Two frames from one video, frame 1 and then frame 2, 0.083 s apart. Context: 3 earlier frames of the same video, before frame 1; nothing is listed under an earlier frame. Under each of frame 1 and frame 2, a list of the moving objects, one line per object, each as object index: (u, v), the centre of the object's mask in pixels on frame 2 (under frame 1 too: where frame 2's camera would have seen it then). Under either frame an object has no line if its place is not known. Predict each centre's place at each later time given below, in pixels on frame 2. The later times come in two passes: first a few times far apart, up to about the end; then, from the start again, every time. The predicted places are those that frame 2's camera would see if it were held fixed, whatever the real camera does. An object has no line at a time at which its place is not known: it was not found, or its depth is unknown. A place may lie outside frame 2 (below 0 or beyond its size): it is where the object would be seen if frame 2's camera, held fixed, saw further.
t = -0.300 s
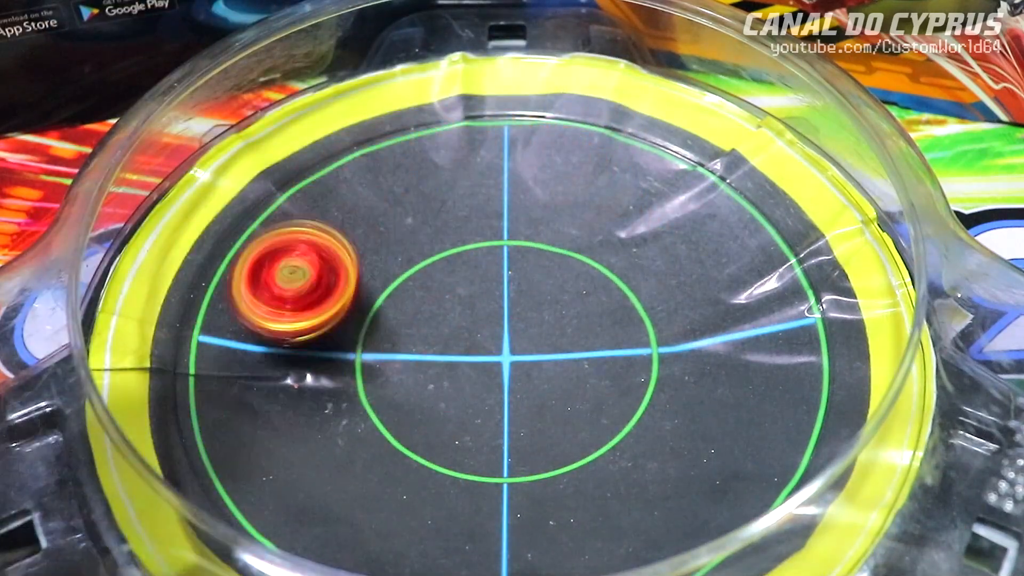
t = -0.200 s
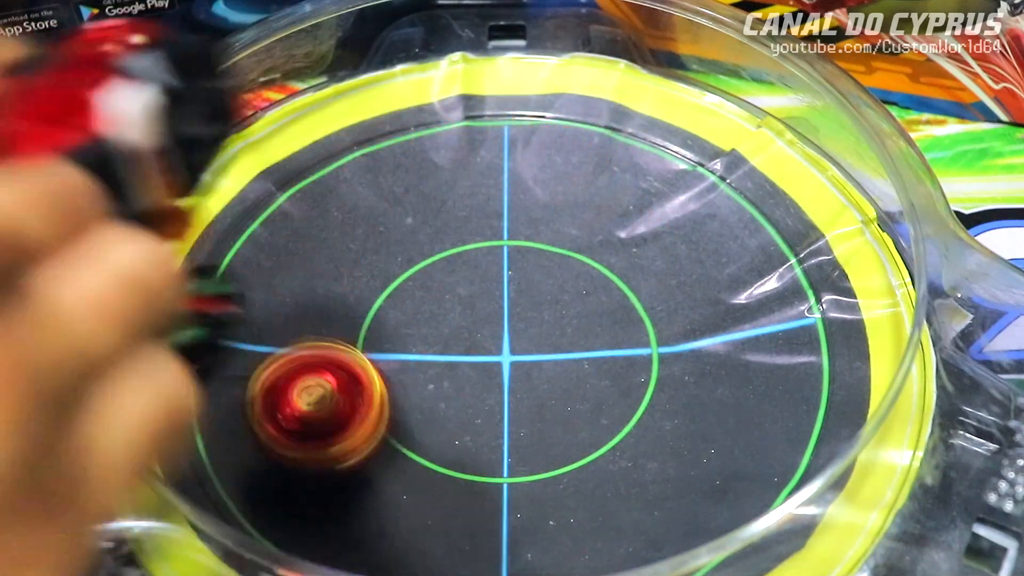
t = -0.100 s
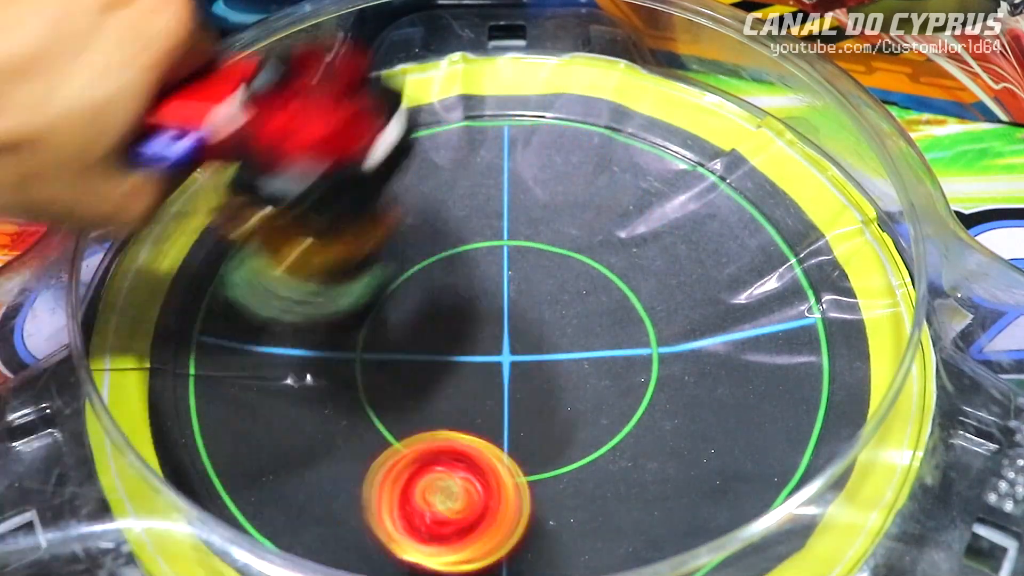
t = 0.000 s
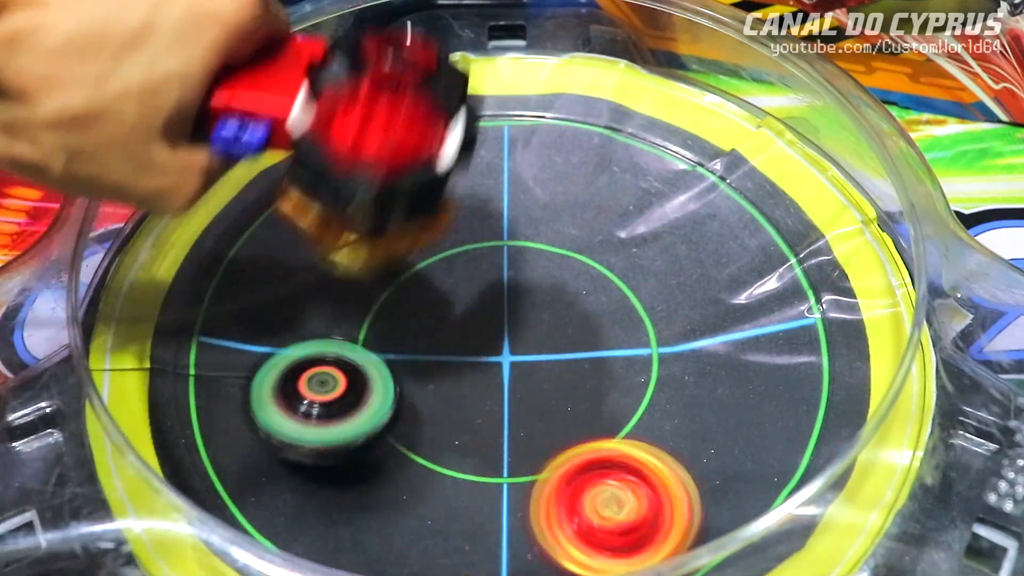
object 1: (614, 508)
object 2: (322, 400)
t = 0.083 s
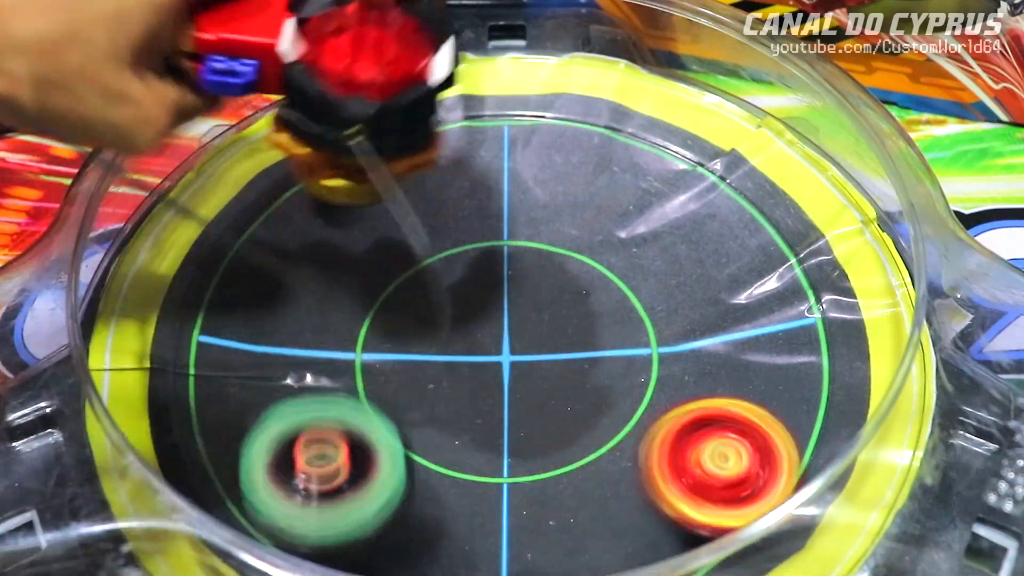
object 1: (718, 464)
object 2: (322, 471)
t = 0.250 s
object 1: (787, 297)
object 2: (442, 556)
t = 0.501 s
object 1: (538, 128)
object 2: (656, 403)
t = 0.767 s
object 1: (207, 339)
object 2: (513, 109)
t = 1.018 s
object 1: (530, 536)
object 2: (260, 181)
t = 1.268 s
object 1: (803, 331)
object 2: (317, 491)
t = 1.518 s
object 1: (502, 130)
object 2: (777, 405)
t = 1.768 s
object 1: (189, 282)
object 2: (644, 110)
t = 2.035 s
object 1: (514, 543)
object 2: (257, 174)
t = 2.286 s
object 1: (775, 317)
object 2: (347, 513)
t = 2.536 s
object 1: (511, 114)
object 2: (798, 406)
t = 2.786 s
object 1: (206, 234)
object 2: (663, 109)
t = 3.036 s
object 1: (367, 517)
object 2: (292, 150)
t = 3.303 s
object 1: (764, 362)
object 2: (303, 507)
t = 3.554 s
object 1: (621, 138)
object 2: (802, 401)
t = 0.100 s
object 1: (736, 448)
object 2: (329, 499)
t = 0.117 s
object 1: (749, 431)
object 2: (338, 518)
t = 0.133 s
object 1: (761, 418)
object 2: (351, 532)
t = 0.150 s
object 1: (771, 407)
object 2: (360, 535)
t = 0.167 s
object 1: (780, 391)
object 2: (371, 540)
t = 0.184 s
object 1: (785, 373)
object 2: (383, 547)
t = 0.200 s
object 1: (789, 353)
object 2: (400, 554)
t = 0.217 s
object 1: (792, 336)
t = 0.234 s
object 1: (790, 317)
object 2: (427, 553)
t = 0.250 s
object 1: (787, 297)
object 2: (442, 556)
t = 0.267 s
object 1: (782, 279)
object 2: (463, 556)
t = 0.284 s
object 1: (774, 260)
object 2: (480, 554)
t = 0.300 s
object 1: (765, 243)
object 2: (499, 552)
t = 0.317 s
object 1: (755, 226)
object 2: (518, 549)
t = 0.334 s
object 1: (743, 211)
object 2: (538, 544)
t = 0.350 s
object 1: (728, 196)
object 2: (553, 540)
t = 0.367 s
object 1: (713, 183)
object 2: (568, 536)
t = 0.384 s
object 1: (694, 170)
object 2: (587, 528)
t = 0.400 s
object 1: (674, 159)
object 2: (602, 520)
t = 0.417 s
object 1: (653, 150)
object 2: (616, 507)
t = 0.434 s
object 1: (631, 143)
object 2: (628, 490)
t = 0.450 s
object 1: (608, 136)
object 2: (640, 475)
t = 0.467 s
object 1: (586, 131)
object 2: (646, 446)
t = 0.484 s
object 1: (563, 129)
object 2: (652, 426)
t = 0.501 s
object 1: (538, 128)
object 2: (656, 403)
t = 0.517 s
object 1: (513, 129)
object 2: (659, 377)
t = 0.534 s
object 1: (490, 132)
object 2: (660, 353)
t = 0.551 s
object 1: (464, 137)
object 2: (658, 330)
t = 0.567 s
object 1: (439, 142)
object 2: (654, 305)
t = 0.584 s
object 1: (416, 151)
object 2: (649, 285)
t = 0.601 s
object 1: (391, 160)
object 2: (641, 260)
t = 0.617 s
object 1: (366, 172)
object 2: (632, 241)
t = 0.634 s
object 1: (341, 185)
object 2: (622, 218)
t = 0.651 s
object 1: (320, 198)
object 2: (611, 201)
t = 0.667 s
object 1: (299, 214)
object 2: (599, 183)
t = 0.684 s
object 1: (279, 232)
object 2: (585, 166)
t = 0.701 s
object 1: (259, 250)
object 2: (572, 154)
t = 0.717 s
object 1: (244, 272)
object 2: (560, 143)
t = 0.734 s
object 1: (229, 291)
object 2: (544, 126)
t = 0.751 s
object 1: (218, 316)
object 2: (528, 115)
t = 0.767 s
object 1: (207, 339)
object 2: (513, 109)
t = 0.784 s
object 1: (202, 359)
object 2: (497, 102)
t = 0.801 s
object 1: (199, 382)
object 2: (481, 96)
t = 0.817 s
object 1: (200, 410)
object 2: (464, 93)
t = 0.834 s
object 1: (204, 431)
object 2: (447, 92)
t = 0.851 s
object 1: (215, 449)
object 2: (429, 89)
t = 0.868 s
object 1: (231, 467)
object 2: (412, 91)
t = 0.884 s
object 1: (255, 485)
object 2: (393, 95)
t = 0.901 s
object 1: (279, 500)
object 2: (376, 99)
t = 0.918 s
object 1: (314, 513)
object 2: (358, 109)
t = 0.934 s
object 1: (348, 524)
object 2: (341, 116)
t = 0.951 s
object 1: (383, 531)
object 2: (323, 125)
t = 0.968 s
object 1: (416, 535)
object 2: (306, 140)
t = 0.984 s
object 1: (450, 536)
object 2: (290, 150)
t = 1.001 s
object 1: (491, 537)
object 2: (275, 164)
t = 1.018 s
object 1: (530, 536)
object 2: (260, 181)
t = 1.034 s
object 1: (563, 535)
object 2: (248, 197)
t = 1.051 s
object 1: (595, 531)
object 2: (236, 214)
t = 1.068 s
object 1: (621, 526)
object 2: (225, 234)
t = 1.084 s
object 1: (649, 518)
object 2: (215, 254)
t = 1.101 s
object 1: (676, 507)
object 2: (208, 273)
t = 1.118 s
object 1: (701, 496)
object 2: (204, 296)
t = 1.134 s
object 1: (723, 482)
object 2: (201, 317)
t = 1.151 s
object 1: (746, 466)
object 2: (202, 343)
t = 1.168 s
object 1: (763, 450)
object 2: (206, 367)
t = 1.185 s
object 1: (779, 433)
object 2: (213, 391)
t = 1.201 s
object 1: (791, 415)
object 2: (225, 417)
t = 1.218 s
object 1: (800, 395)
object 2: (239, 437)
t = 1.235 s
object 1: (805, 376)
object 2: (265, 458)
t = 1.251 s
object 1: (804, 352)
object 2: (290, 476)
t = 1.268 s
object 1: (803, 331)
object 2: (317, 491)
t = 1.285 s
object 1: (796, 308)
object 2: (348, 505)
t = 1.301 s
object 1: (788, 287)
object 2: (379, 514)
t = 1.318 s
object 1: (776, 267)
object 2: (412, 519)
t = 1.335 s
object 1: (764, 249)
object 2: (447, 522)
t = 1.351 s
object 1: (746, 230)
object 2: (484, 525)
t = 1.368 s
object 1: (727, 213)
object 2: (519, 523)
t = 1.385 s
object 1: (709, 199)
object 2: (555, 522)
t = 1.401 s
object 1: (687, 184)
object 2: (589, 517)
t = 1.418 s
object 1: (663, 173)
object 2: (622, 510)
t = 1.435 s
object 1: (639, 163)
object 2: (652, 497)
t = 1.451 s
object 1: (612, 152)
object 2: (682, 483)
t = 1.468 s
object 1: (586, 142)
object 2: (709, 466)
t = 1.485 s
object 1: (560, 137)
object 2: (734, 447)
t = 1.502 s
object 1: (530, 131)
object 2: (756, 428)
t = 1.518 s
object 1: (502, 130)
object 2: (777, 405)
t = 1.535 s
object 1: (473, 128)
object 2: (792, 385)
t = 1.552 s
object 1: (444, 126)
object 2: (803, 359)
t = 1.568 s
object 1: (418, 127)
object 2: (812, 334)
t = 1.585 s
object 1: (390, 129)
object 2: (816, 308)
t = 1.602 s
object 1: (363, 133)
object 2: (819, 283)
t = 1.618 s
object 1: (337, 137)
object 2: (819, 259)
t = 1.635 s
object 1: (313, 145)
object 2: (816, 235)
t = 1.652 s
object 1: (288, 152)
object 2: (807, 212)
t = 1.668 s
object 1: (265, 162)
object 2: (786, 192)
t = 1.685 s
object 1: (245, 173)
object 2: (764, 177)
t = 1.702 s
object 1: (231, 189)
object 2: (742, 161)
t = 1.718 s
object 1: (218, 212)
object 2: (716, 147)
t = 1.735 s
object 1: (208, 235)
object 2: (693, 133)
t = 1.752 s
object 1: (200, 255)
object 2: (669, 119)
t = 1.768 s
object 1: (189, 282)
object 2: (644, 110)
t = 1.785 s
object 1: (184, 303)
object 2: (620, 99)
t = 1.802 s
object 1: (182, 325)
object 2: (596, 94)
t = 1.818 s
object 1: (186, 357)
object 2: (571, 88)
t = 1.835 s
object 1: (185, 384)
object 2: (543, 81)
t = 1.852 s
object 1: (190, 409)
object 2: (515, 79)
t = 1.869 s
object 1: (204, 432)
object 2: (487, 82)
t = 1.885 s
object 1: (224, 454)
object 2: (459, 86)
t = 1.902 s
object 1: (247, 474)
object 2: (434, 90)
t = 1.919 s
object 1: (272, 490)
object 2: (408, 96)
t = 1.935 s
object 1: (304, 508)
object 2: (383, 102)
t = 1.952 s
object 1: (335, 522)
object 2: (358, 110)
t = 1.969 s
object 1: (369, 531)
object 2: (336, 119)
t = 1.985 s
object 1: (402, 538)
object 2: (314, 130)
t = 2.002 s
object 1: (438, 543)
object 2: (295, 143)
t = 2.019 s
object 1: (478, 544)
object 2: (275, 159)
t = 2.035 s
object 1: (514, 543)
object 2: (257, 174)
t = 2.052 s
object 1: (550, 540)
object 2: (240, 193)
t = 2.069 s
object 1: (584, 535)
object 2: (228, 215)
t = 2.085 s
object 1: (613, 529)
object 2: (215, 237)
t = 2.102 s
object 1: (642, 520)
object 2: (206, 260)
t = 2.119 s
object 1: (670, 507)
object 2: (200, 282)
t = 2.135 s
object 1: (696, 493)
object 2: (198, 307)
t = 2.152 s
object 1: (717, 478)
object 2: (197, 333)
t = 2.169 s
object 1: (736, 463)
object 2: (202, 359)
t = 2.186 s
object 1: (751, 446)
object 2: (209, 386)
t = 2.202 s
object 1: (763, 429)
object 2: (222, 413)
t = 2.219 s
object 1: (773, 409)
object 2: (239, 438)
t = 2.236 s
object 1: (778, 389)
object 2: (262, 461)
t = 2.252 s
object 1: (780, 364)
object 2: (286, 481)
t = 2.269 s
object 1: (779, 342)
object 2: (315, 499)
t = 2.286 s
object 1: (775, 317)
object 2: (347, 513)
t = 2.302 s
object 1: (769, 295)
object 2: (378, 523)
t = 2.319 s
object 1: (760, 274)
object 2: (409, 531)
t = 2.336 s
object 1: (747, 253)
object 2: (448, 536)
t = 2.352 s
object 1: (734, 236)
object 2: (484, 538)
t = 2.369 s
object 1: (717, 216)
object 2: (524, 539)
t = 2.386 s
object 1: (700, 200)
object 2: (559, 539)
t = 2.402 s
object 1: (682, 184)
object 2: (597, 535)
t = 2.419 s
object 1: (663, 171)
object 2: (628, 529)
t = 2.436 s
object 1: (643, 158)
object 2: (660, 520)
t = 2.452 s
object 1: (621, 146)
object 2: (689, 506)
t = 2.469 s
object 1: (600, 138)
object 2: (729, 502)
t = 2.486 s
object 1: (579, 129)
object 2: (754, 481)
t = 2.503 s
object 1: (558, 123)
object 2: (764, 451)
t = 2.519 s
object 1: (535, 117)
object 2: (788, 430)
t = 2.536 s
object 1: (511, 114)
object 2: (798, 406)
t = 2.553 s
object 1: (487, 112)
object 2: (814, 388)
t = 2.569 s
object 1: (462, 112)
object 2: (822, 363)
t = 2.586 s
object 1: (437, 112)
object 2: (829, 339)
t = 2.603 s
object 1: (413, 115)
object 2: (831, 315)
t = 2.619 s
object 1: (386, 120)
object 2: (828, 290)
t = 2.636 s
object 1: (363, 125)
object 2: (819, 267)
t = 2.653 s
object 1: (339, 132)
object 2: (808, 242)
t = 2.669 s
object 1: (316, 138)
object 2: (796, 220)
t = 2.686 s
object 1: (294, 149)
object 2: (781, 200)
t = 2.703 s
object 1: (275, 158)
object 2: (766, 181)
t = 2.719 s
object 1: (257, 170)
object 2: (750, 165)
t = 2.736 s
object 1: (241, 185)
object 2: (731, 148)
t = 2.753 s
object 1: (228, 201)
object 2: (709, 133)
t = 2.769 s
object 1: (214, 216)
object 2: (688, 119)
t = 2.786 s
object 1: (206, 234)
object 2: (663, 109)
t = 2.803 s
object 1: (197, 253)
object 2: (638, 103)
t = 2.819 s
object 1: (193, 270)
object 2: (613, 97)
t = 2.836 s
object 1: (189, 291)
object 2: (590, 92)
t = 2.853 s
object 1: (185, 313)
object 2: (563, 85)
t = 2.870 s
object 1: (186, 334)
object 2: (536, 82)
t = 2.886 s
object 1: (189, 356)
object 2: (509, 81)
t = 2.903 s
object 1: (195, 378)
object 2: (483, 82)
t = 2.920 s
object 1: (205, 400)
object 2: (458, 88)
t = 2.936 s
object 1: (217, 422)
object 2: (435, 87)
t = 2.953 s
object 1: (232, 443)
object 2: (410, 96)
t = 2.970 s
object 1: (253, 462)
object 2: (385, 103)
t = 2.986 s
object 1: (278, 480)
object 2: (361, 113)
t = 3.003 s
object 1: (308, 496)
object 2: (337, 124)
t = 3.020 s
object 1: (338, 509)
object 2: (313, 137)
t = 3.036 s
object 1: (367, 517)
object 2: (292, 150)
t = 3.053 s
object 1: (399, 523)
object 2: (270, 166)
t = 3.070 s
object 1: (434, 526)
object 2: (253, 183)
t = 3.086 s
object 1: (471, 527)
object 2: (233, 201)
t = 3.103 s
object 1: (506, 526)
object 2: (218, 221)
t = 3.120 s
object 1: (540, 524)
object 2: (203, 244)
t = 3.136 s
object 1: (572, 519)
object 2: (193, 265)
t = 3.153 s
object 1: (603, 513)
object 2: (184, 289)
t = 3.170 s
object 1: (630, 502)
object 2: (177, 314)
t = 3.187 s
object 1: (657, 491)
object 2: (173, 341)
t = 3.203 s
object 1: (679, 475)
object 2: (172, 365)
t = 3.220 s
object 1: (700, 461)
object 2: (181, 394)
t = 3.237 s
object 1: (718, 442)
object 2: (196, 417)
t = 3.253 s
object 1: (735, 424)
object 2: (216, 443)
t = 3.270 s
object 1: (747, 404)
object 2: (240, 465)
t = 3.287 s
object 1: (757, 383)
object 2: (270, 488)
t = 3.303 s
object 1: (764, 362)
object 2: (303, 507)
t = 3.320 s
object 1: (769, 342)
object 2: (336, 521)
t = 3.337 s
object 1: (771, 320)
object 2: (373, 532)
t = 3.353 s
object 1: (771, 303)
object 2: (409, 537)
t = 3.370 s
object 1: (767, 283)
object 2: (452, 542)
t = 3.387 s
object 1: (761, 266)
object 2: (499, 542)
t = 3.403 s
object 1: (752, 247)
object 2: (543, 541)
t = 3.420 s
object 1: (743, 232)
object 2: (583, 537)
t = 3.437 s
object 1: (731, 214)
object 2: (616, 529)
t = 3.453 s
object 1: (718, 201)
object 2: (651, 519)
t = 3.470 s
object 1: (704, 187)
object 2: (692, 514)
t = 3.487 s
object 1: (690, 176)
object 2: (715, 487)
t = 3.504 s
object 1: (674, 164)
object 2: (743, 467)
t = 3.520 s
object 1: (657, 155)
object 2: (767, 447)
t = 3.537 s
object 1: (639, 145)
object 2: (791, 428)
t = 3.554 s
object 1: (621, 138)
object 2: (802, 401)
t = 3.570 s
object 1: (602, 131)
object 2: (816, 380)
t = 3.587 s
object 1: (584, 127)
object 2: (823, 354)
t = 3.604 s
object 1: (564, 122)
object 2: (825, 328)
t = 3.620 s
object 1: (543, 119)
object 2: (822, 301)
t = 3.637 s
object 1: (522, 118)
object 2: (815, 278)
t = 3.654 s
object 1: (502, 119)
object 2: (805, 253)
